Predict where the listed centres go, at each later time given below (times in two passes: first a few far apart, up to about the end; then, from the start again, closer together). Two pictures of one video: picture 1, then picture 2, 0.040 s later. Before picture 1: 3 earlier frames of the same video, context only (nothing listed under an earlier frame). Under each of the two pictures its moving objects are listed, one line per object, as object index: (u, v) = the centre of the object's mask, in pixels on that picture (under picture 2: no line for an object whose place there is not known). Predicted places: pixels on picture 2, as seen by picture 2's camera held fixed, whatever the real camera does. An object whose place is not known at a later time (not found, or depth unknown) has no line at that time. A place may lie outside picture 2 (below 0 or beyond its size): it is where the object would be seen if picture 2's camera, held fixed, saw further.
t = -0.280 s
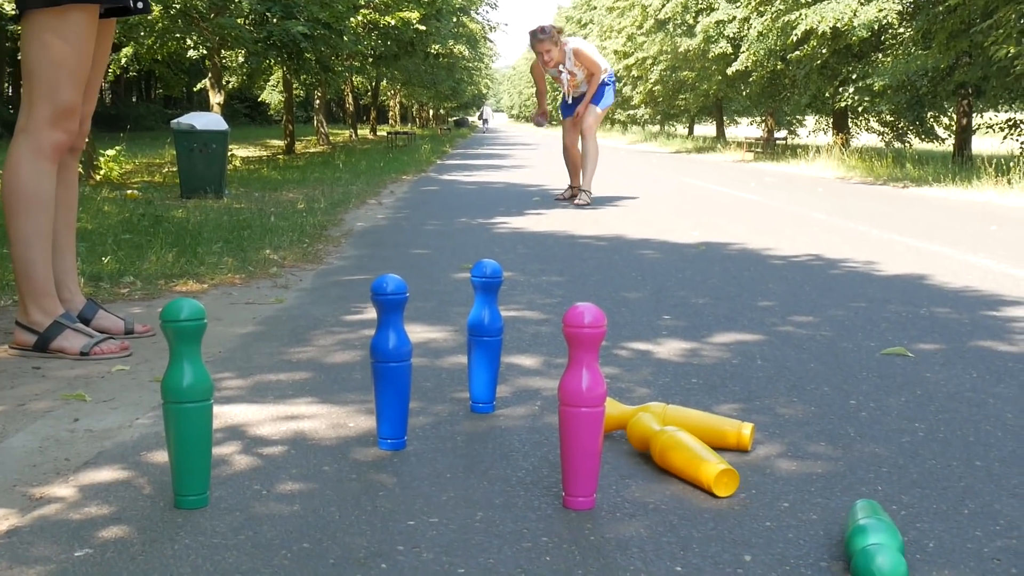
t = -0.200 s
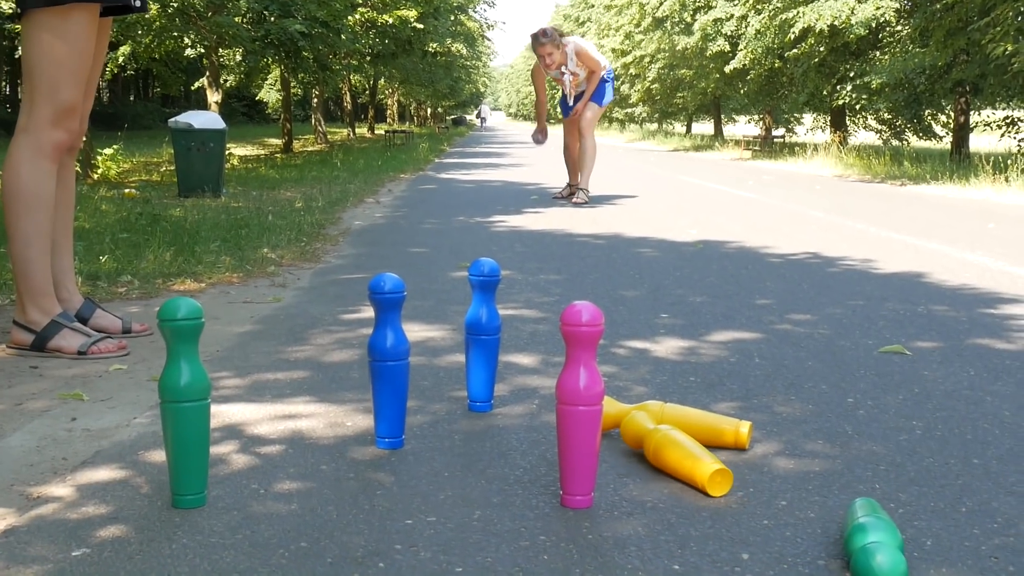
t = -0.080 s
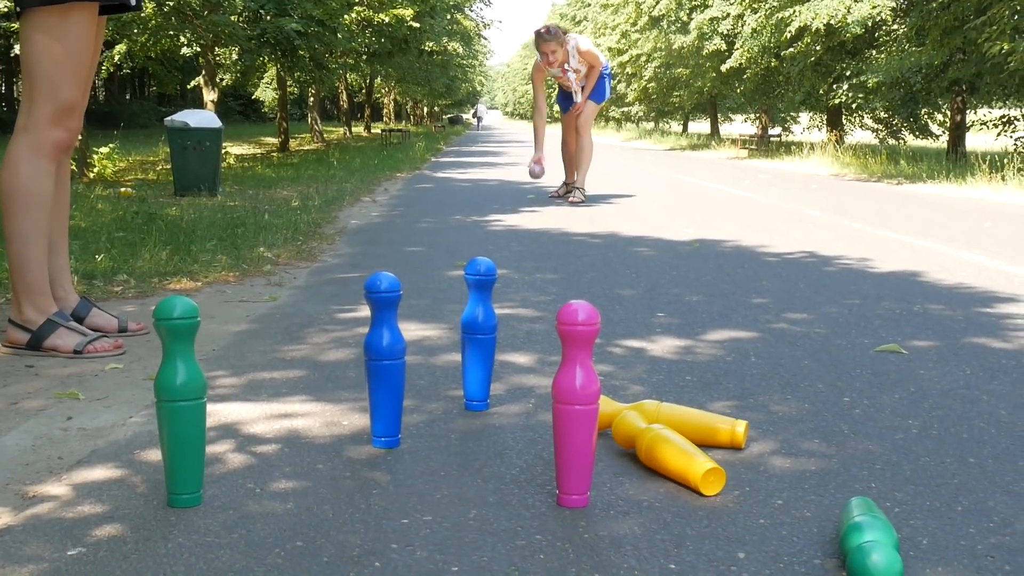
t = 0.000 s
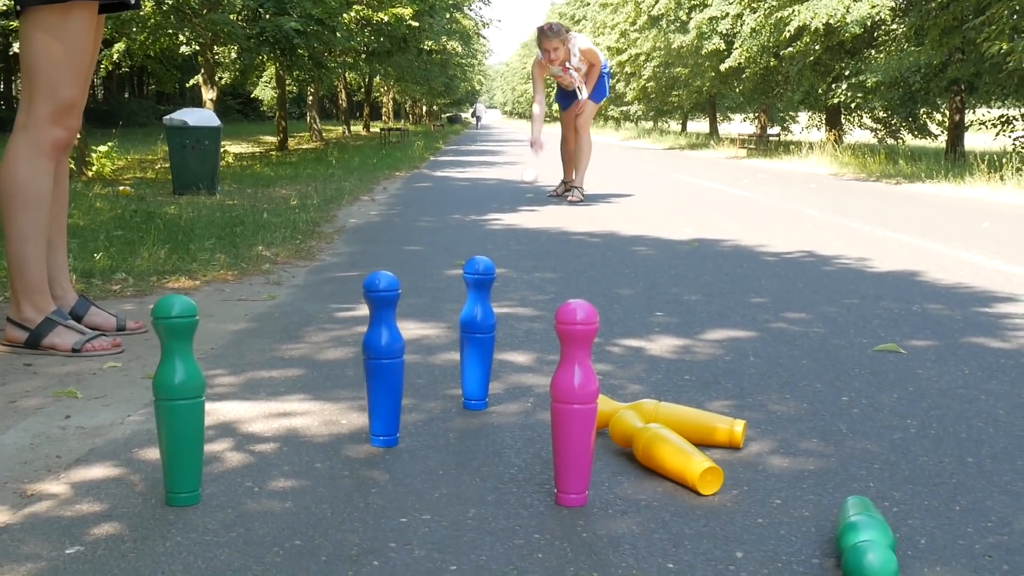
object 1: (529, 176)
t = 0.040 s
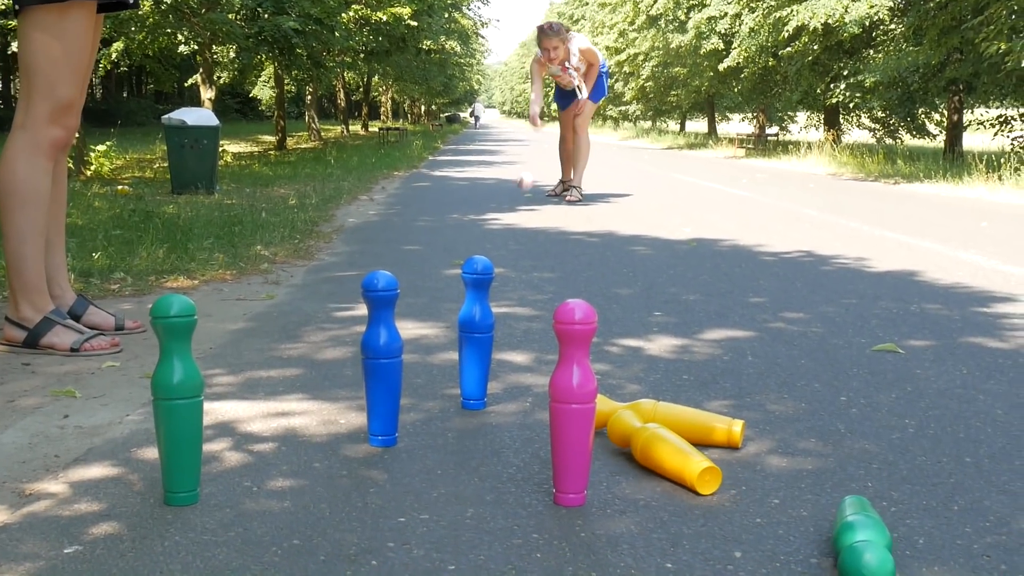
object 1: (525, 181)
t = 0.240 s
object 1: (507, 219)
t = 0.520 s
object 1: (473, 253)
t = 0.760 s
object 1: (420, 323)
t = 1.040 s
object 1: (190, 502)
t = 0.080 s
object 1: (521, 190)
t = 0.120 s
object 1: (517, 202)
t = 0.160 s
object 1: (513, 211)
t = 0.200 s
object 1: (511, 215)
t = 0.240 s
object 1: (507, 219)
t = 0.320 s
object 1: (499, 228)
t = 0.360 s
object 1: (495, 234)
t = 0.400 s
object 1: (491, 239)
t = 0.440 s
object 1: (486, 245)
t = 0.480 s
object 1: (481, 249)
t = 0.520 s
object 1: (473, 253)
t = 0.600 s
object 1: (455, 278)
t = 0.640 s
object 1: (450, 286)
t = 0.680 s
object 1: (443, 298)
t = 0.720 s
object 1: (431, 309)
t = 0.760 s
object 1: (420, 323)
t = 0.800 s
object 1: (413, 336)
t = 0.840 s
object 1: (409, 355)
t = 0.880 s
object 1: (353, 378)
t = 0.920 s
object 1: (342, 399)
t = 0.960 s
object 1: (305, 426)
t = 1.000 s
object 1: (255, 460)
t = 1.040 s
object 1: (190, 502)
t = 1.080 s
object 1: (115, 543)
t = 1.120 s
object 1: (37, 571)
